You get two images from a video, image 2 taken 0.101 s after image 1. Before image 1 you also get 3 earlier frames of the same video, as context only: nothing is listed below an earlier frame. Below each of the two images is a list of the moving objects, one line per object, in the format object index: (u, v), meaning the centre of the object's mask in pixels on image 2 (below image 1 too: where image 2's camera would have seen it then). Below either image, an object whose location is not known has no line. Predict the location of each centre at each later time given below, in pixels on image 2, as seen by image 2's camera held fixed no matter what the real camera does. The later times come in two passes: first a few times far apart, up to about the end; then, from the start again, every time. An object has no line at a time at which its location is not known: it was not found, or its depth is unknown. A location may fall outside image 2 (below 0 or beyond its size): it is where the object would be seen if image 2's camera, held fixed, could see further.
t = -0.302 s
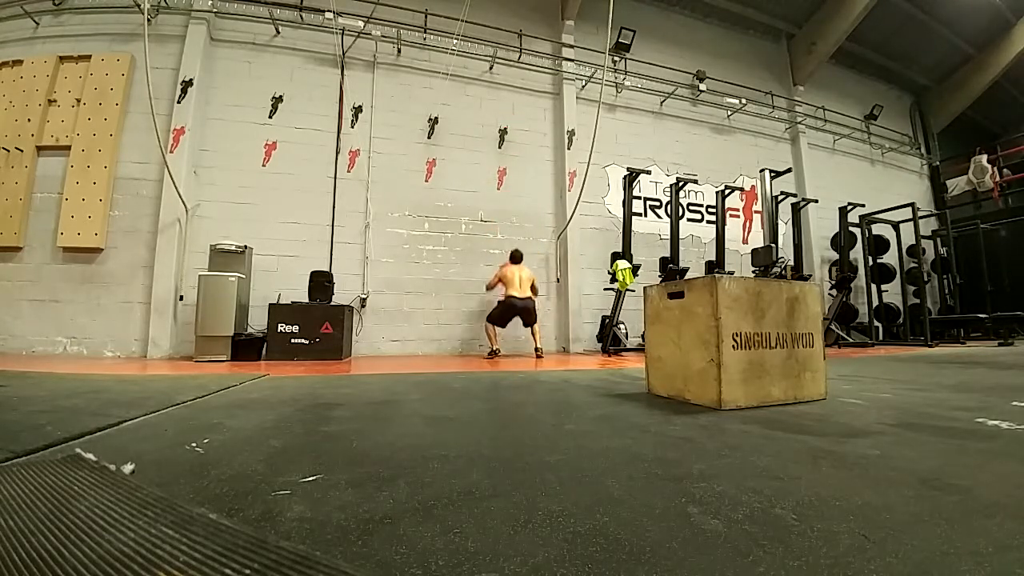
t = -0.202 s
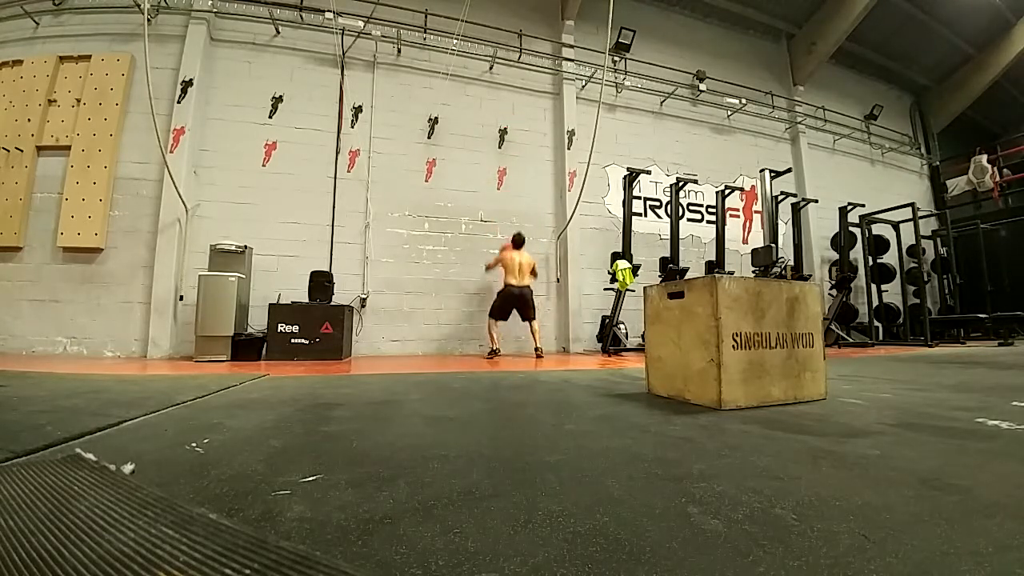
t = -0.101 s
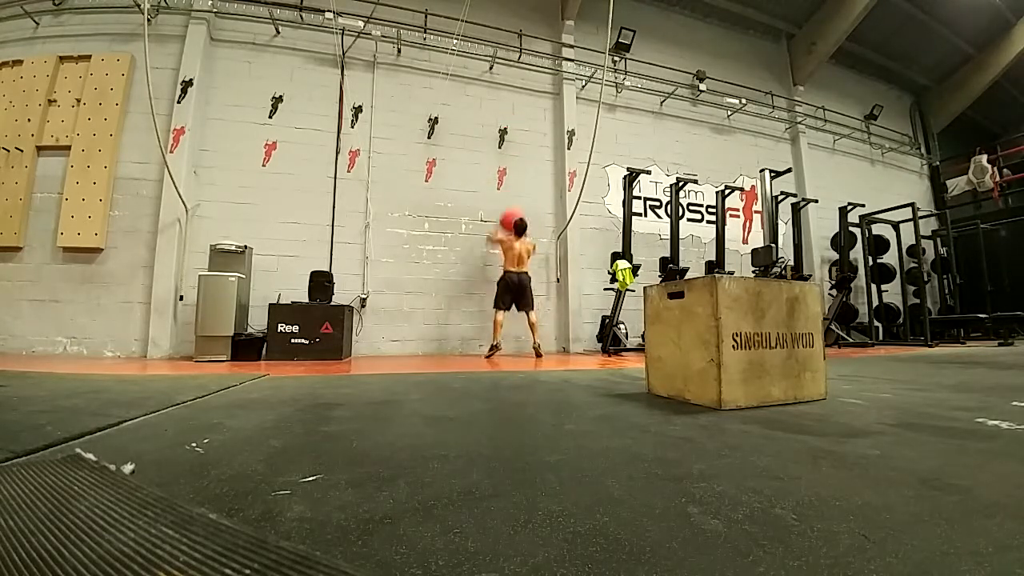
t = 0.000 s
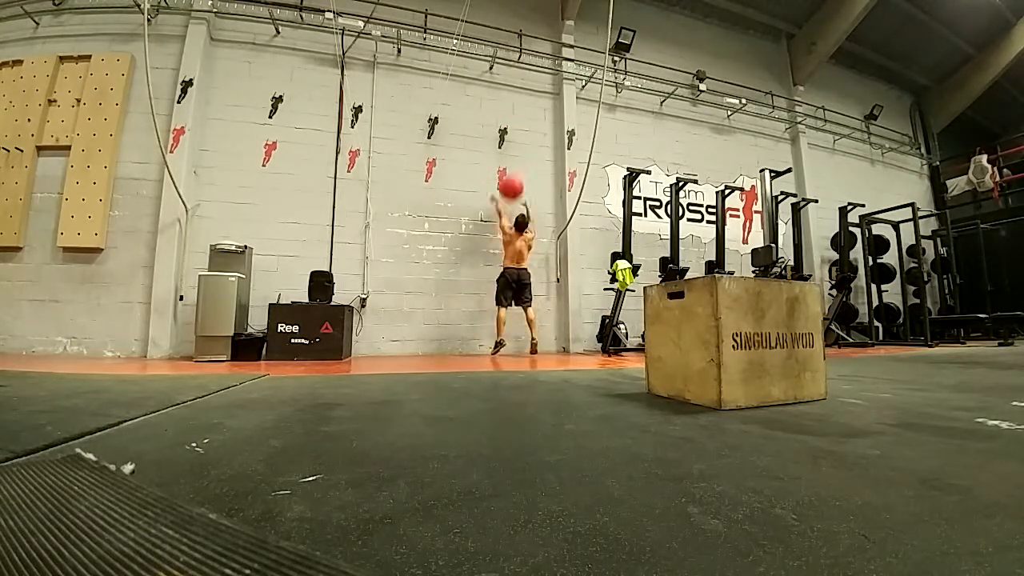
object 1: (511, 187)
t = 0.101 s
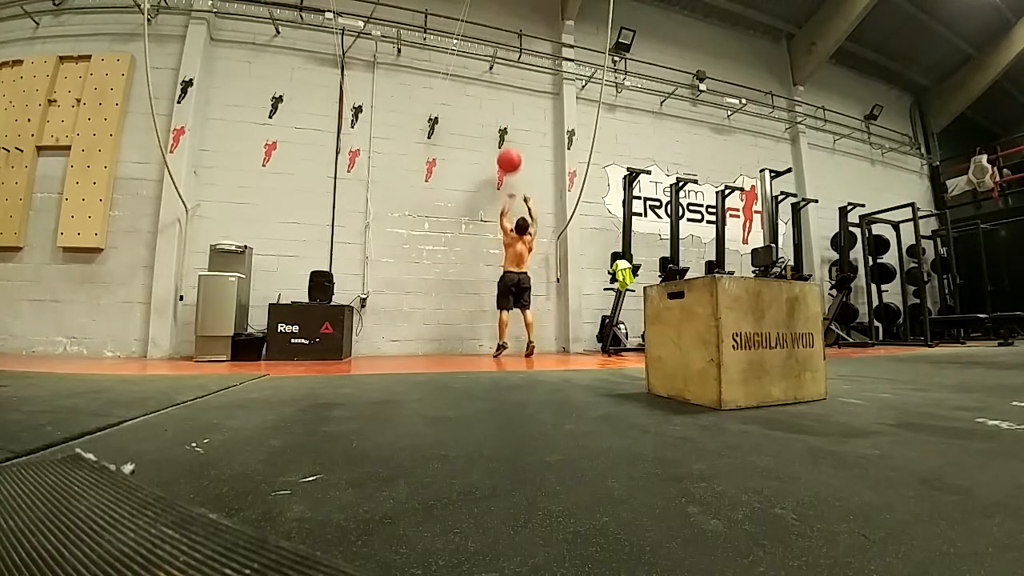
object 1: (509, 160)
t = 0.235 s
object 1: (506, 137)
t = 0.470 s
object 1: (503, 125)
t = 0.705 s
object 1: (503, 146)
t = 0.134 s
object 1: (508, 153)
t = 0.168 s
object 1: (508, 147)
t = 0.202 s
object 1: (507, 141)
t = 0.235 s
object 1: (506, 137)
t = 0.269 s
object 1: (506, 134)
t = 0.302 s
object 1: (505, 130)
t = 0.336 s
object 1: (504, 128)
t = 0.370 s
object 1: (504, 126)
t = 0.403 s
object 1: (503, 125)
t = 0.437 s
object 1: (503, 125)
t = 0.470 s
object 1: (503, 125)
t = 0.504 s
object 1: (503, 126)
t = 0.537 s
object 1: (503, 127)
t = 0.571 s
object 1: (503, 131)
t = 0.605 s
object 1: (503, 133)
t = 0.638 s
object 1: (504, 136)
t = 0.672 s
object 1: (504, 141)
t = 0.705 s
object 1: (503, 146)
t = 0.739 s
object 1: (504, 152)
